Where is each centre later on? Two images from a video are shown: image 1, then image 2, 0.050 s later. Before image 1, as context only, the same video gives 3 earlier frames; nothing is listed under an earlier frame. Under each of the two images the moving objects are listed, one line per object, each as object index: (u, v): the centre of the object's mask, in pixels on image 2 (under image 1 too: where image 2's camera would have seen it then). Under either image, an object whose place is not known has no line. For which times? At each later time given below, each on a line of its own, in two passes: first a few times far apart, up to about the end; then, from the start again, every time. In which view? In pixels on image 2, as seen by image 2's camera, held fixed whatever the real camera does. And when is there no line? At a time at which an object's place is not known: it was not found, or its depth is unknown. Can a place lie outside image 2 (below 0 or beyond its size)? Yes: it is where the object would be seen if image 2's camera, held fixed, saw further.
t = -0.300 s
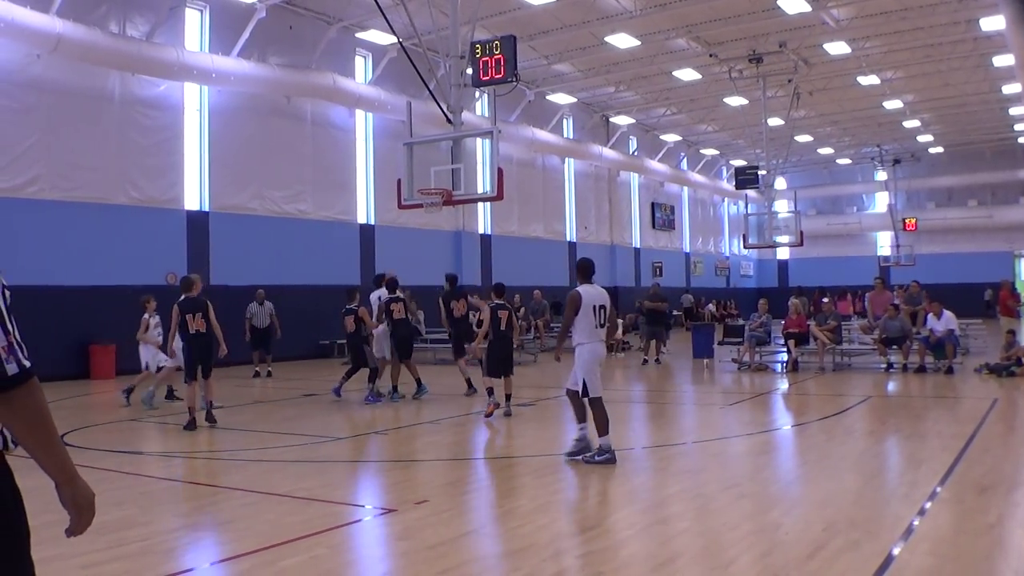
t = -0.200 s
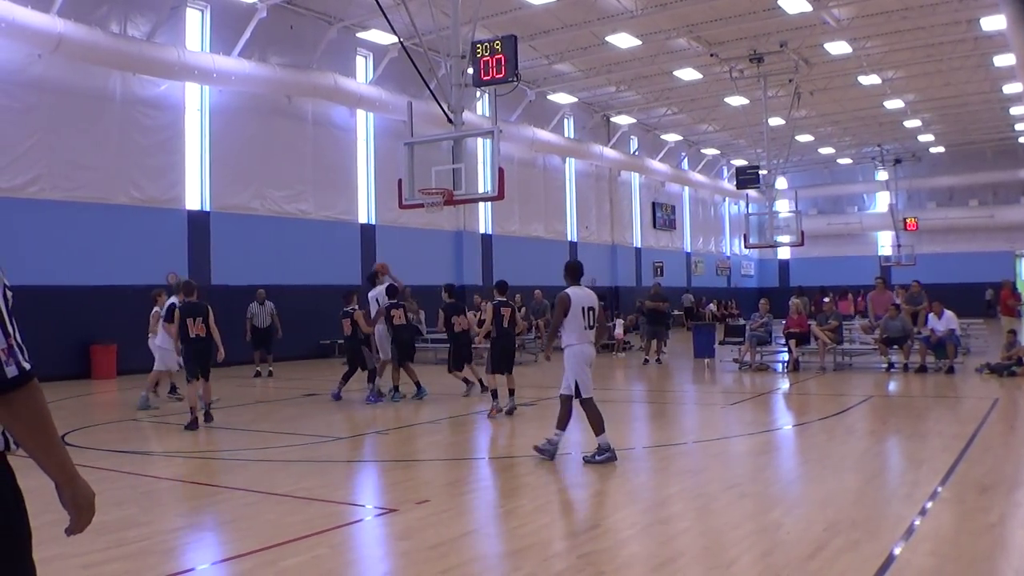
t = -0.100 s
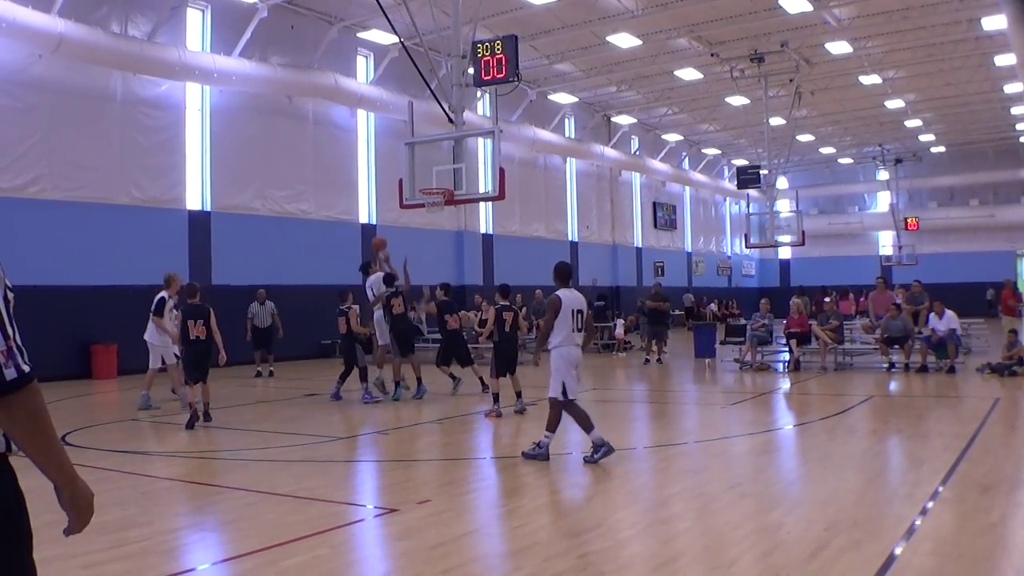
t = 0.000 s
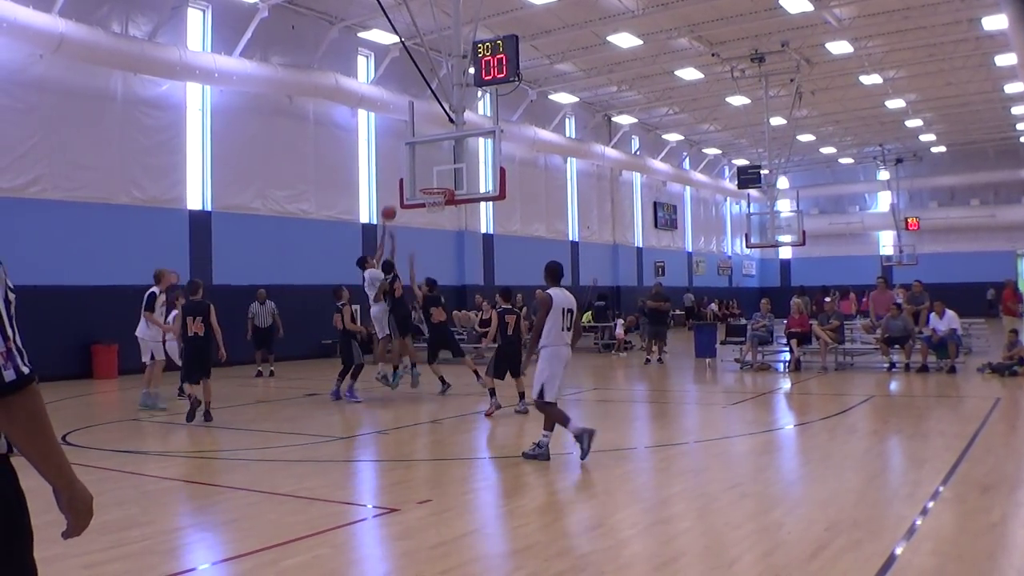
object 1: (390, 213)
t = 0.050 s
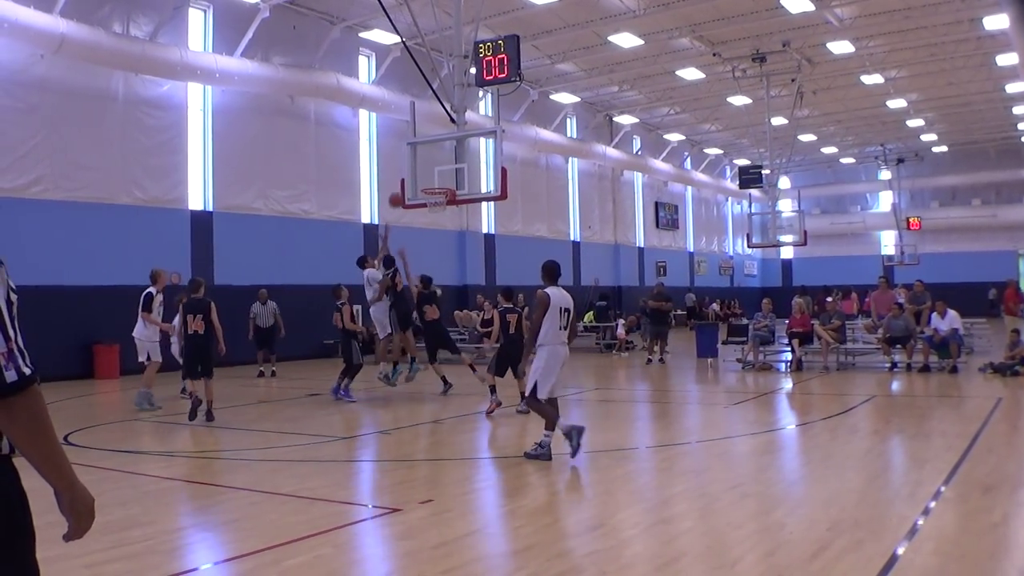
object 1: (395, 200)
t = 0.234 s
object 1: (420, 166)
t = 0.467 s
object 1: (434, 156)
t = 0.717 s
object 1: (437, 186)
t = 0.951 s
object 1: (439, 206)
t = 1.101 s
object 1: (441, 210)
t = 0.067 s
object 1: (397, 196)
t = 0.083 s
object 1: (400, 192)
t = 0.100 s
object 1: (402, 188)
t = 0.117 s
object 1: (405, 185)
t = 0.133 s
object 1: (407, 182)
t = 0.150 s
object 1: (409, 179)
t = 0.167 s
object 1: (411, 176)
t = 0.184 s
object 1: (413, 174)
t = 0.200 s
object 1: (416, 171)
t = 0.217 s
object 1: (418, 169)
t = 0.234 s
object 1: (420, 166)
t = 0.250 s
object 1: (422, 164)
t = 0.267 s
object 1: (424, 162)
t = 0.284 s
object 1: (426, 161)
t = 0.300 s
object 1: (428, 159)
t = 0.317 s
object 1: (430, 158)
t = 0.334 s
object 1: (432, 157)
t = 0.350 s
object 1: (433, 156)
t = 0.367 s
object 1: (433, 156)
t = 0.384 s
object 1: (433, 155)
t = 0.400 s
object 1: (433, 155)
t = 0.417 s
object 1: (433, 155)
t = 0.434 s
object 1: (433, 155)
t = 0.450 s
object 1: (434, 155)
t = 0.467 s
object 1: (434, 156)
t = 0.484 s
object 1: (434, 157)
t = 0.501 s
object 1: (434, 158)
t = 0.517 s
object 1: (435, 159)
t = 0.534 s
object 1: (435, 160)
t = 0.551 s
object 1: (435, 162)
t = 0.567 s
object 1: (435, 163)
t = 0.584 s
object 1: (435, 165)
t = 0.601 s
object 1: (435, 167)
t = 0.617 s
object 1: (436, 169)
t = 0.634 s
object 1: (436, 171)
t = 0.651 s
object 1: (436, 174)
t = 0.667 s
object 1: (436, 177)
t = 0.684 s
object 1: (437, 179)
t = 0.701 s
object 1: (437, 182)
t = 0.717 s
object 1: (437, 186)
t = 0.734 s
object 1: (437, 188)
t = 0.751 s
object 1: (437, 190)
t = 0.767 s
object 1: (437, 192)
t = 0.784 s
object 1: (436, 194)
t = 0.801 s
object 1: (438, 195)
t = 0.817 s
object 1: (437, 195)
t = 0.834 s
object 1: (438, 196)
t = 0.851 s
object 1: (438, 206)
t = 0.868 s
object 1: (437, 207)
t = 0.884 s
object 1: (438, 207)
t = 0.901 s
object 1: (438, 207)
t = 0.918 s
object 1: (438, 206)
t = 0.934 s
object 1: (439, 206)
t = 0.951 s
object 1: (439, 206)
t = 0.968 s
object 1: (439, 206)
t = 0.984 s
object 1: (439, 206)
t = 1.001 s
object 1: (440, 206)
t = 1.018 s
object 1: (440, 206)
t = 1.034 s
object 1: (440, 206)
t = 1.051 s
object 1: (441, 206)
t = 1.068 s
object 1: (441, 207)
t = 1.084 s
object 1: (441, 208)
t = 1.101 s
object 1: (441, 210)
